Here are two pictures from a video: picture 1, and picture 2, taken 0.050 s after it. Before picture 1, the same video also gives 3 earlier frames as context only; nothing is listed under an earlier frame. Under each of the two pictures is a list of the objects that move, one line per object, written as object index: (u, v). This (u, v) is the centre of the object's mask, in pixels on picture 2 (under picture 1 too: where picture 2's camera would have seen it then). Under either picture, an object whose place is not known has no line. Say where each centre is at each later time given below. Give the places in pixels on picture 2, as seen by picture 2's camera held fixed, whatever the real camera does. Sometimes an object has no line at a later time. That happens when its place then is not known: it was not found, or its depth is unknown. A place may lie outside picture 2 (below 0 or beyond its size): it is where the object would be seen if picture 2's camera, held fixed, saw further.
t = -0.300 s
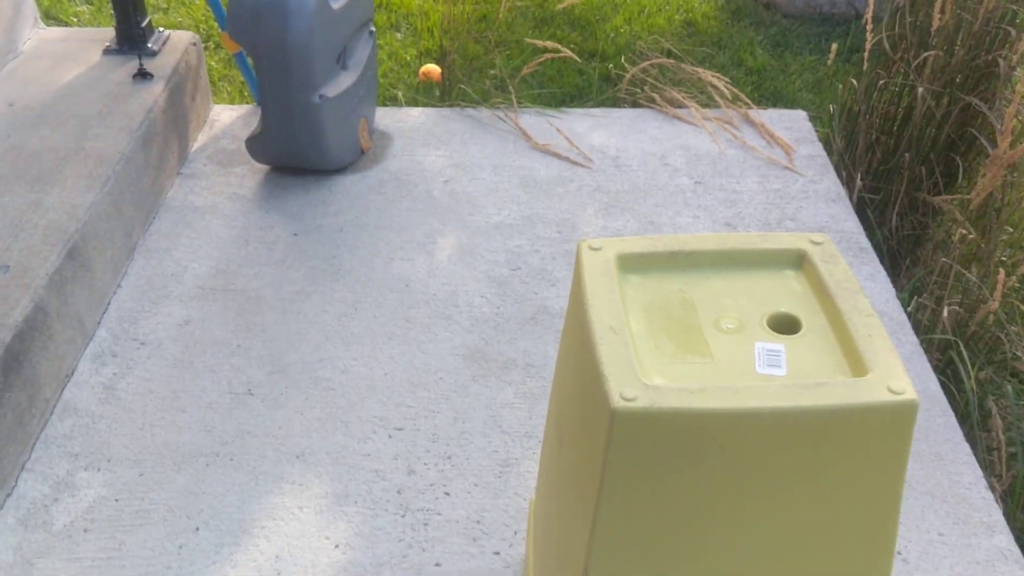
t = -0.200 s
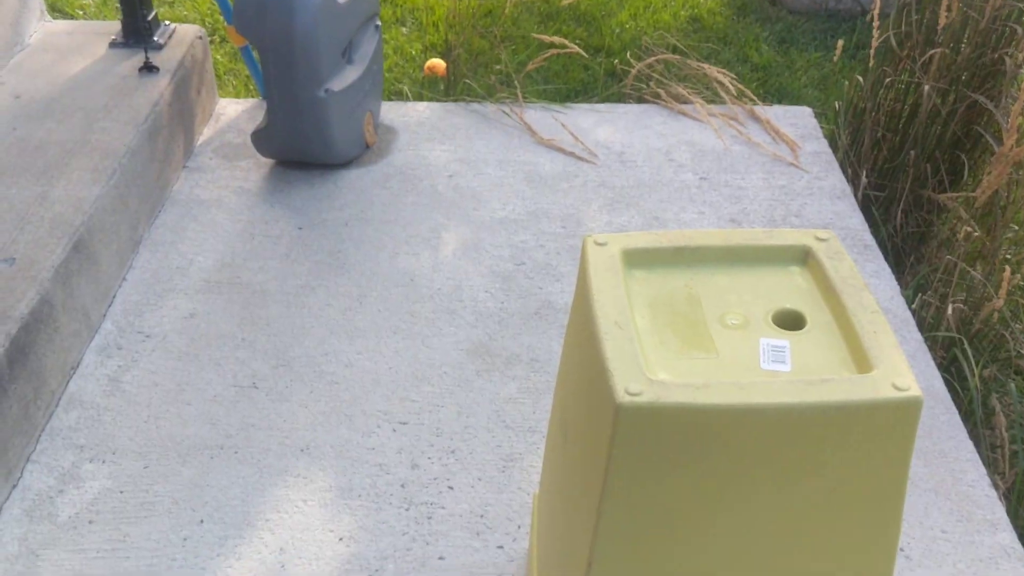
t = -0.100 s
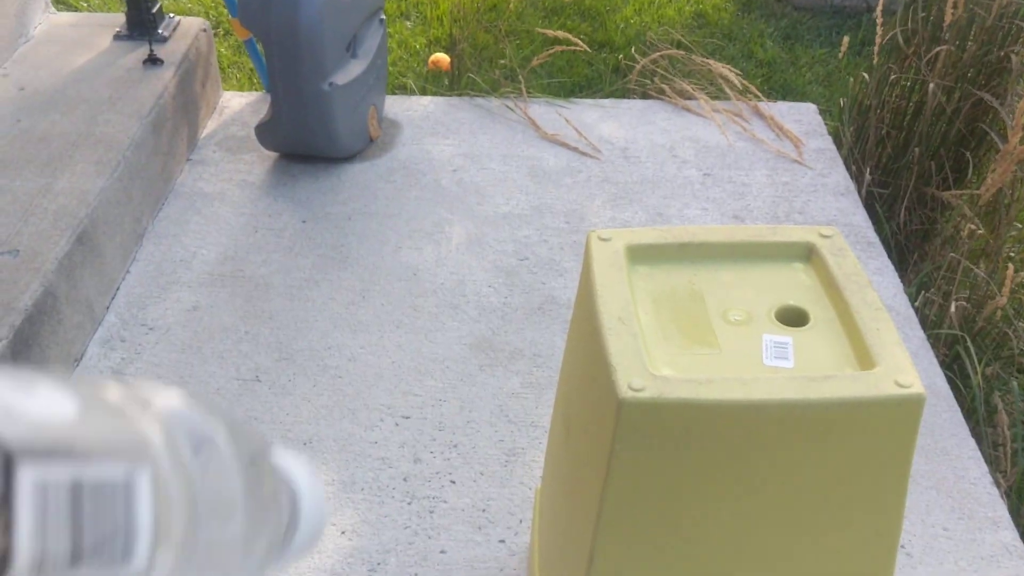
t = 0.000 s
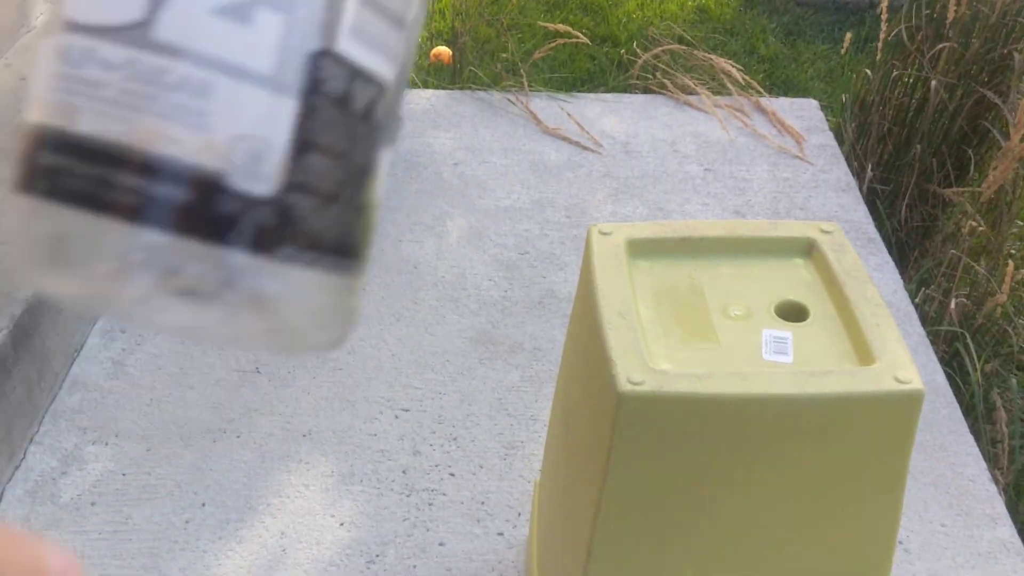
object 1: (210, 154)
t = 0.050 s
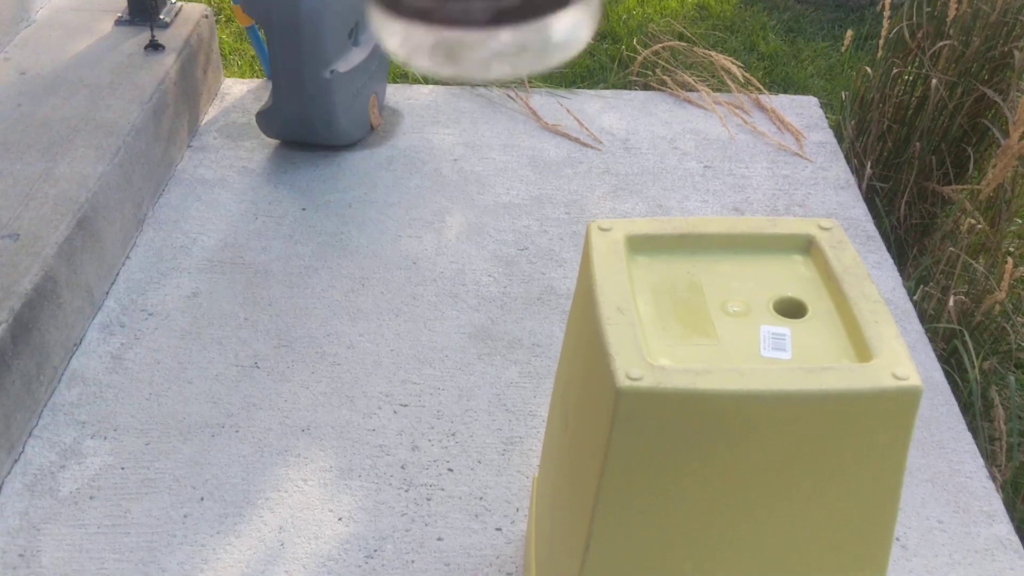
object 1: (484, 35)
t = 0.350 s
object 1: (719, 84)
